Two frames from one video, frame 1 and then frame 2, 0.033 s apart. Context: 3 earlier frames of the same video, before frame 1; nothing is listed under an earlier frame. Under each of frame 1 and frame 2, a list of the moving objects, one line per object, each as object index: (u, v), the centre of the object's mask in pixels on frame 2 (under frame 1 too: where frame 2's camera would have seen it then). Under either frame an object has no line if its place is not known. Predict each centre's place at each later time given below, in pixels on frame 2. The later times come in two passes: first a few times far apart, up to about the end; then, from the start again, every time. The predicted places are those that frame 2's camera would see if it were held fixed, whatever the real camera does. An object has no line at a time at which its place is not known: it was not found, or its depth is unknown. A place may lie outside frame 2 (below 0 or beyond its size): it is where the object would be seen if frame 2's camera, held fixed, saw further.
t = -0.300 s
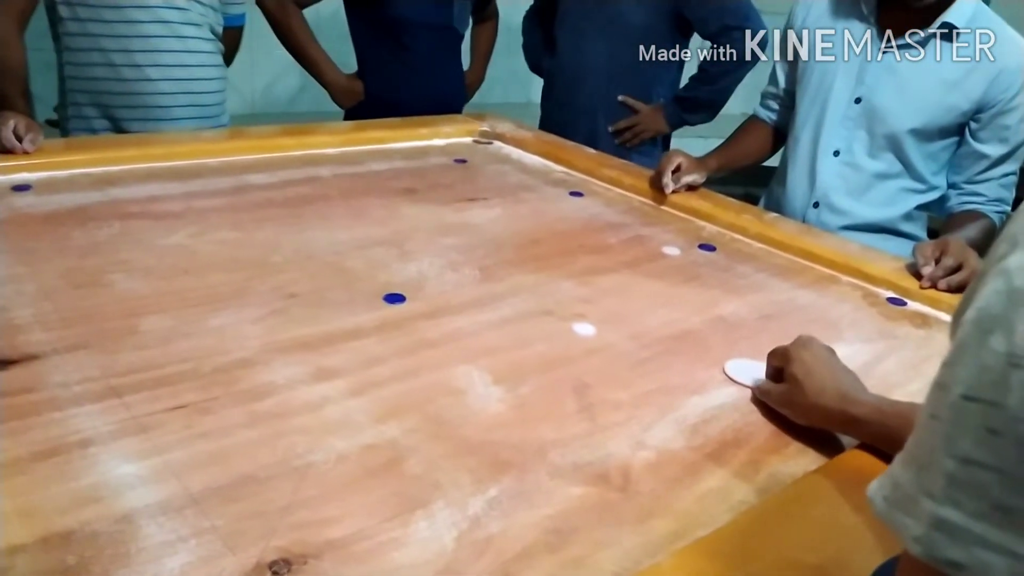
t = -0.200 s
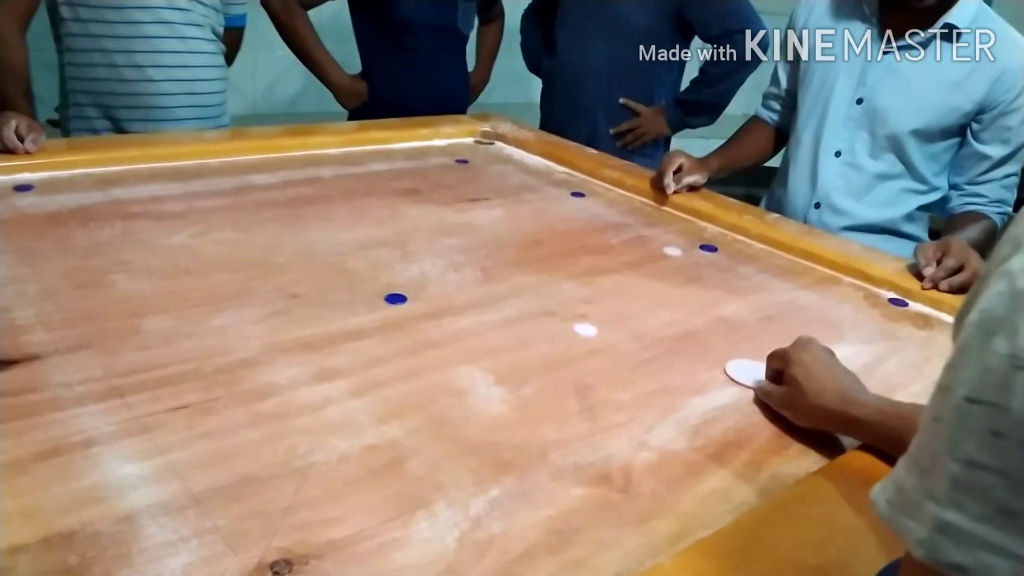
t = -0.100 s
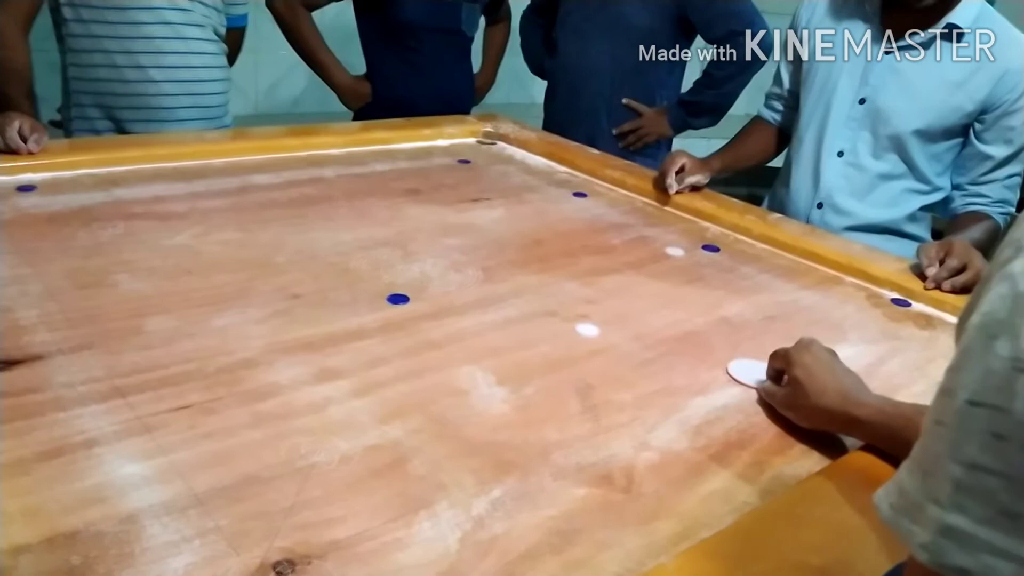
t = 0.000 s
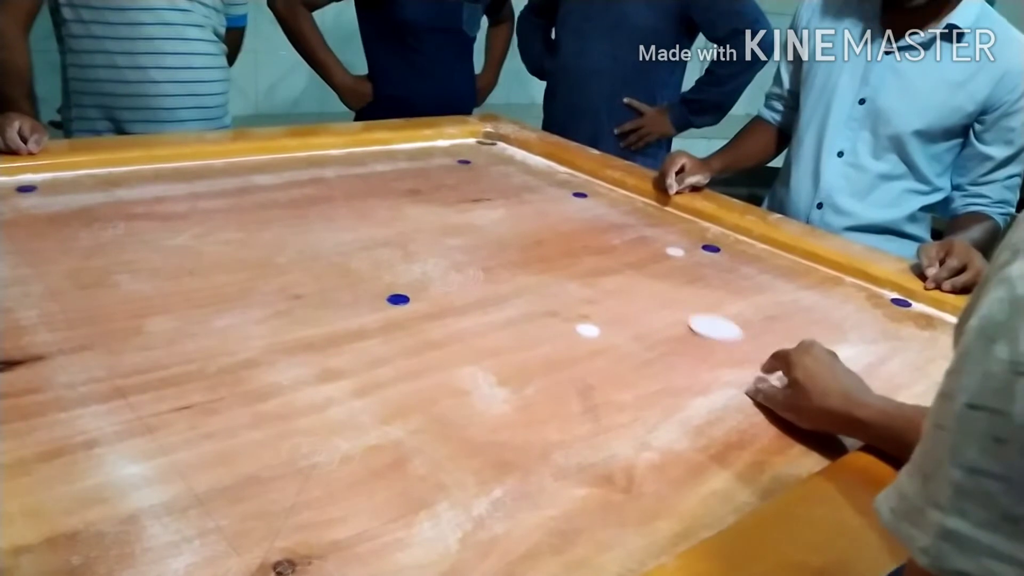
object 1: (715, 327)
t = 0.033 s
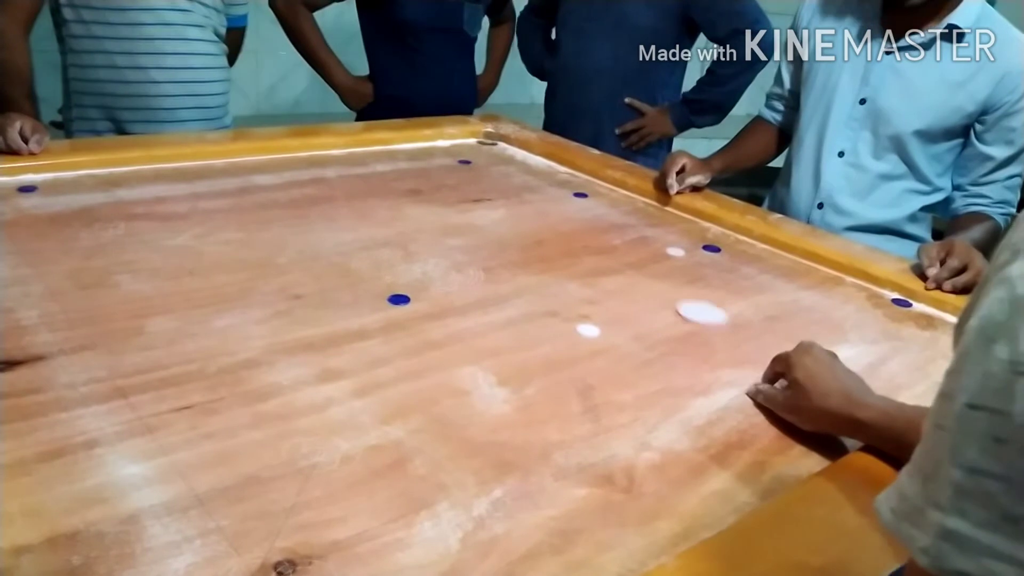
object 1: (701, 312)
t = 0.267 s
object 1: (635, 238)
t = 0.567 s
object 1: (592, 185)
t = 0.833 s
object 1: (528, 169)
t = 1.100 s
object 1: (483, 159)
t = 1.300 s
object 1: (466, 155)
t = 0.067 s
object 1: (690, 299)
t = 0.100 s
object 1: (678, 287)
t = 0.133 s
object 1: (668, 275)
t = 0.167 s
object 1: (660, 265)
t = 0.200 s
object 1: (651, 255)
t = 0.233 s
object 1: (643, 247)
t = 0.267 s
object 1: (635, 238)
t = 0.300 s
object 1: (628, 230)
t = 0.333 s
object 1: (622, 223)
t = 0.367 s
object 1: (616, 216)
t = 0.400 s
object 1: (610, 210)
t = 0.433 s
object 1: (604, 204)
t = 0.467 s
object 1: (599, 198)
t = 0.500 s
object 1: (597, 194)
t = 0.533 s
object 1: (594, 189)
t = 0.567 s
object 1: (592, 185)
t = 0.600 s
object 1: (585, 182)
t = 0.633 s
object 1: (576, 180)
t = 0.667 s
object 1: (568, 177)
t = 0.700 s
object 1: (560, 175)
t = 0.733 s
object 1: (551, 173)
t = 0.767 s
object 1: (544, 172)
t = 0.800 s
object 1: (536, 171)
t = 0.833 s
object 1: (528, 169)
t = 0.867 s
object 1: (521, 167)
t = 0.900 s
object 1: (514, 166)
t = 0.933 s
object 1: (508, 165)
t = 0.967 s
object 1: (503, 163)
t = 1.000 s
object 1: (497, 162)
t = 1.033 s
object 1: (492, 161)
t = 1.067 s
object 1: (487, 160)
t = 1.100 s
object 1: (483, 159)
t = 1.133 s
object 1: (480, 158)
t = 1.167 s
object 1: (476, 157)
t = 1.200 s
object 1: (473, 156)
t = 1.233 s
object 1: (471, 156)
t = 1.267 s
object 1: (468, 156)
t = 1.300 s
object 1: (466, 155)
